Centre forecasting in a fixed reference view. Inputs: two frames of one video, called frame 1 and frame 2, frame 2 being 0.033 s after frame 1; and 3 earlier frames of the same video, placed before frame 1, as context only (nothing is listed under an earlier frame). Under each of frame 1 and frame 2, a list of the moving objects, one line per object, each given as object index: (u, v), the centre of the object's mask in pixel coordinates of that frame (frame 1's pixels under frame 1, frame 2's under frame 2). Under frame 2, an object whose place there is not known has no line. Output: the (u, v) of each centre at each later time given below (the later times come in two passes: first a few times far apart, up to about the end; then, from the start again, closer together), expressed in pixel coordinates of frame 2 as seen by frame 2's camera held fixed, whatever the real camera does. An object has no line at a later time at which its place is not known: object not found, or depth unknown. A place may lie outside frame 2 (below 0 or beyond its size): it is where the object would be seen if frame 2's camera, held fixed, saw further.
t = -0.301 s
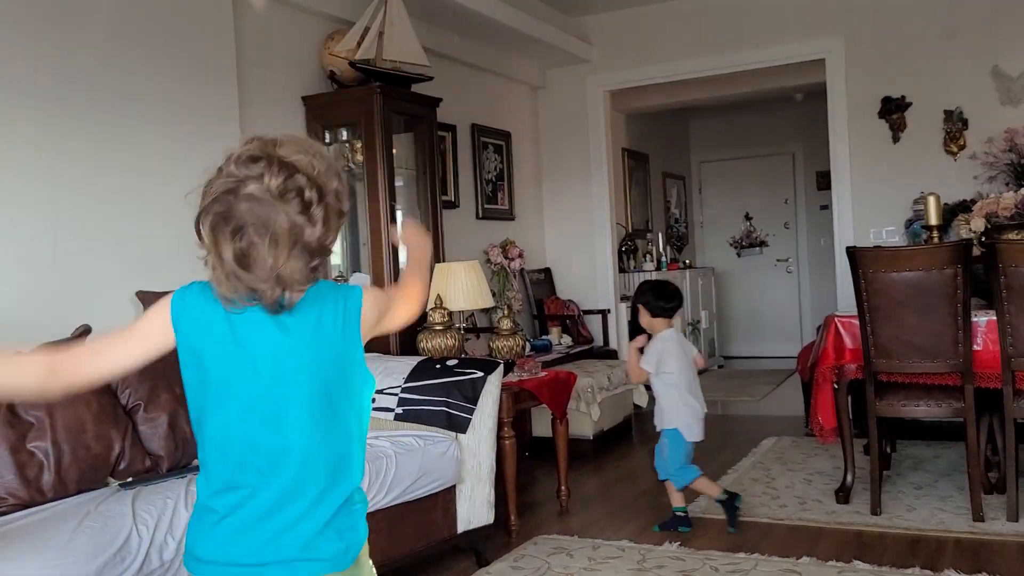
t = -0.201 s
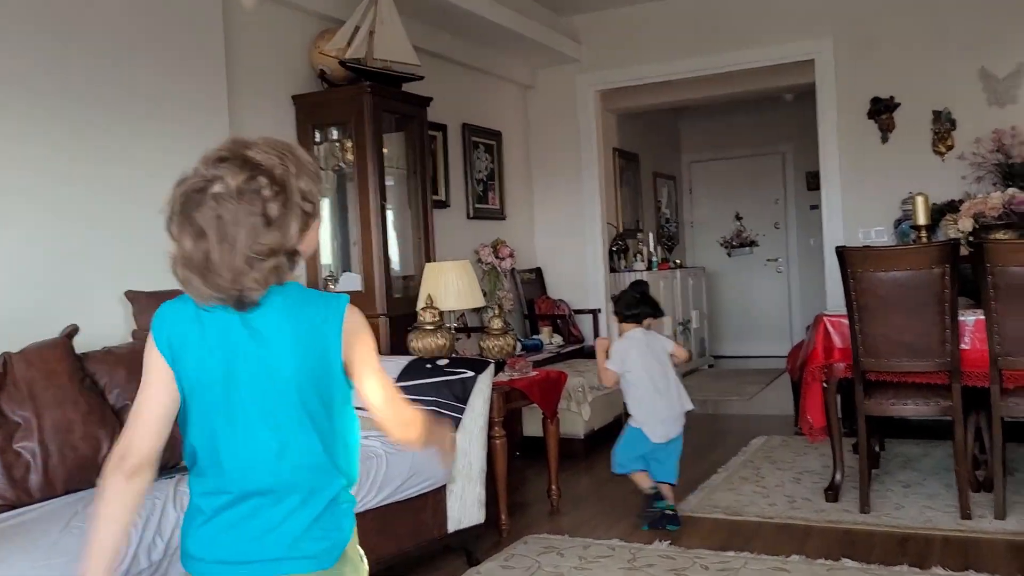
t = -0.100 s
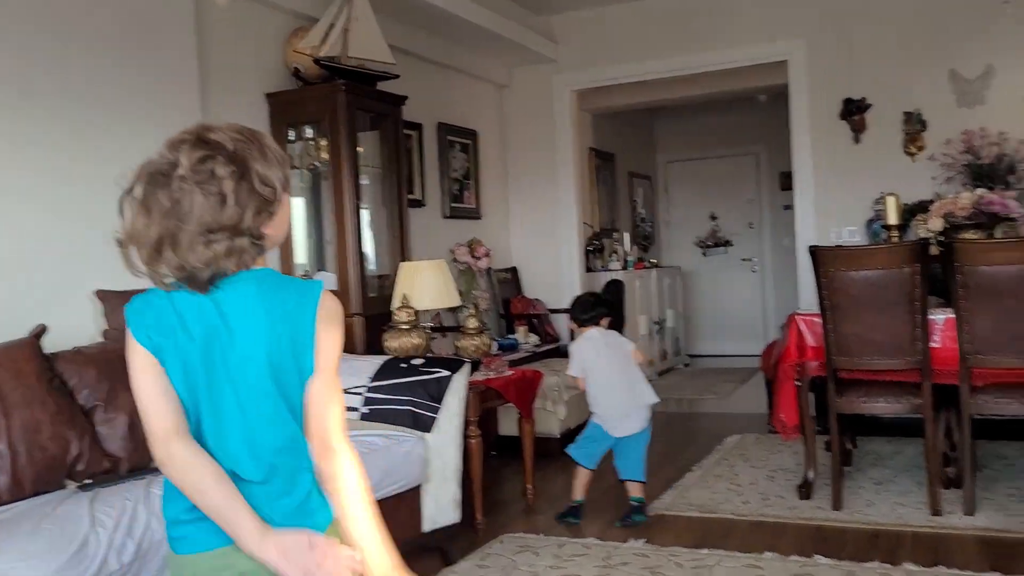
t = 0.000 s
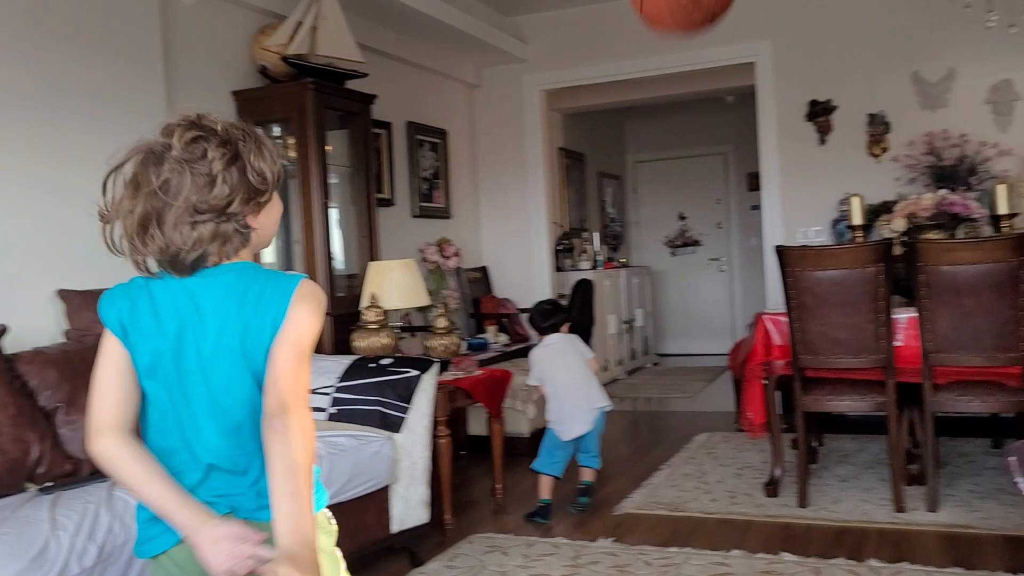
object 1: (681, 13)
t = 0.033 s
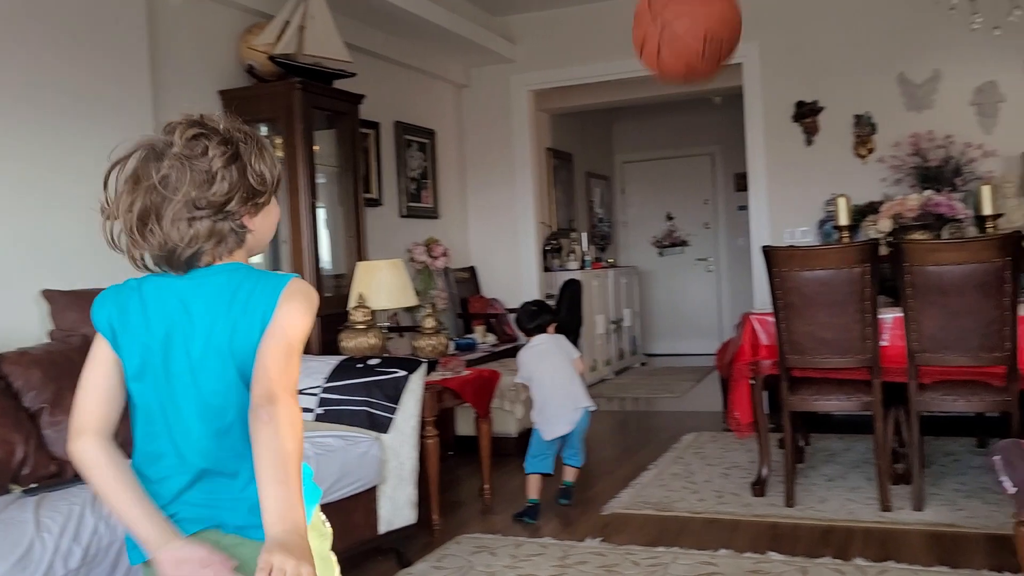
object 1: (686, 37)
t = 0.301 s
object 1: (797, 512)
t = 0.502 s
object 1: (853, 501)
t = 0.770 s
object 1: (921, 480)
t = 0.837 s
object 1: (938, 515)
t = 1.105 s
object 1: (998, 557)
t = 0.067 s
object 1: (702, 80)
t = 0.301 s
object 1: (797, 512)
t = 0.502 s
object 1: (853, 501)
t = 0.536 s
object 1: (861, 482)
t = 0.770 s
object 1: (921, 480)
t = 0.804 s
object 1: (929, 495)
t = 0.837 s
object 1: (938, 515)
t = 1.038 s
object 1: (985, 559)
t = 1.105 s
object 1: (998, 557)
